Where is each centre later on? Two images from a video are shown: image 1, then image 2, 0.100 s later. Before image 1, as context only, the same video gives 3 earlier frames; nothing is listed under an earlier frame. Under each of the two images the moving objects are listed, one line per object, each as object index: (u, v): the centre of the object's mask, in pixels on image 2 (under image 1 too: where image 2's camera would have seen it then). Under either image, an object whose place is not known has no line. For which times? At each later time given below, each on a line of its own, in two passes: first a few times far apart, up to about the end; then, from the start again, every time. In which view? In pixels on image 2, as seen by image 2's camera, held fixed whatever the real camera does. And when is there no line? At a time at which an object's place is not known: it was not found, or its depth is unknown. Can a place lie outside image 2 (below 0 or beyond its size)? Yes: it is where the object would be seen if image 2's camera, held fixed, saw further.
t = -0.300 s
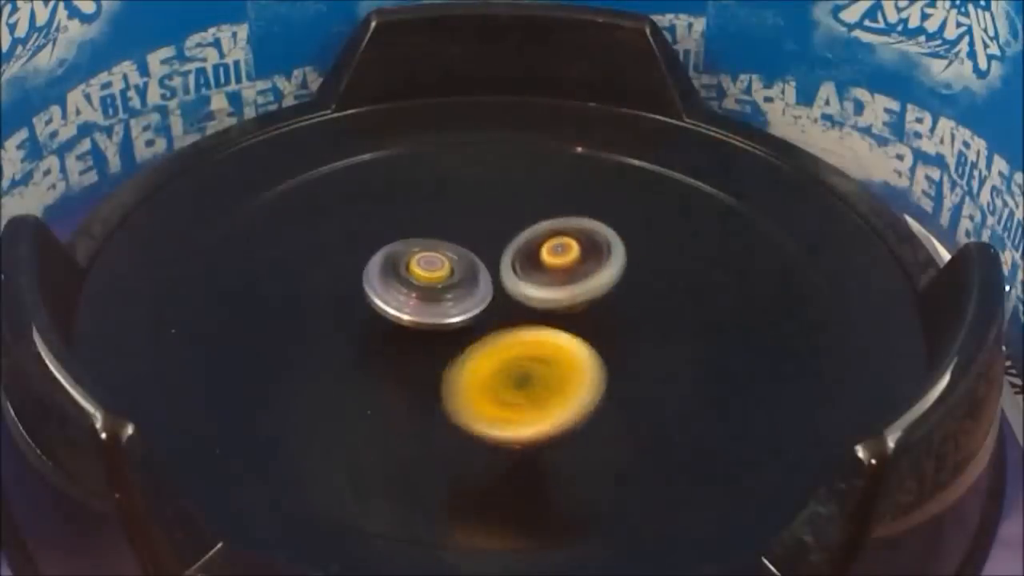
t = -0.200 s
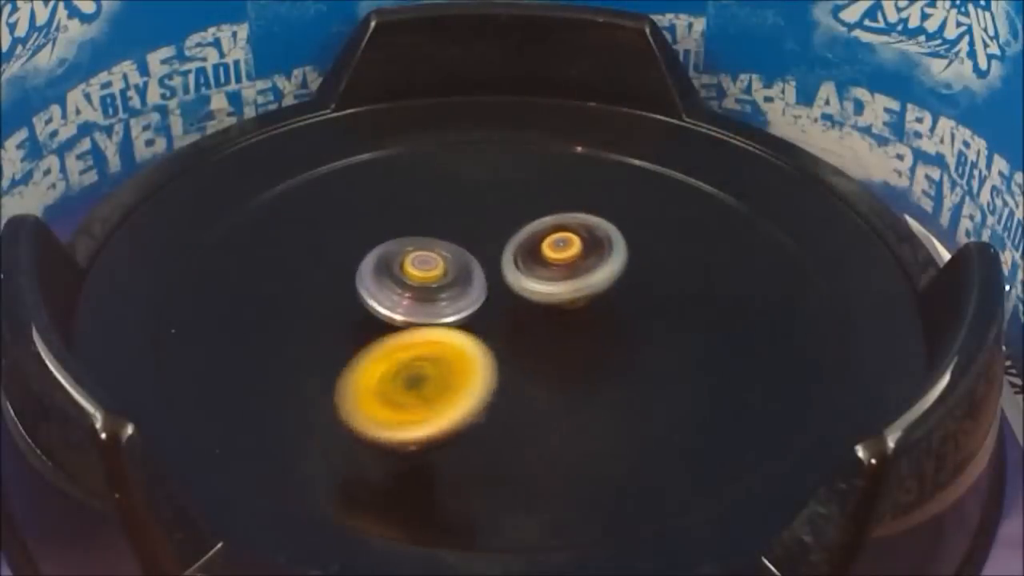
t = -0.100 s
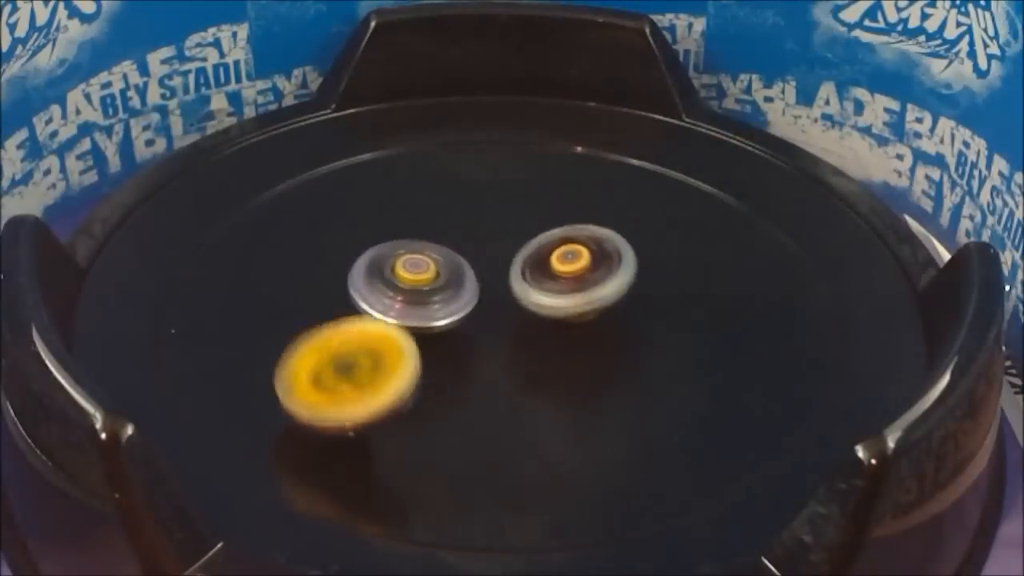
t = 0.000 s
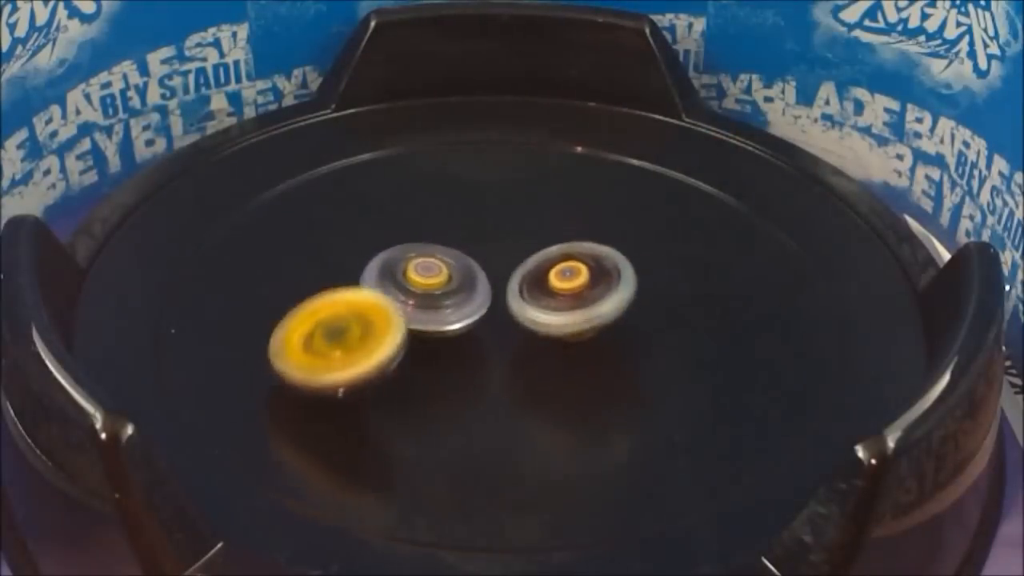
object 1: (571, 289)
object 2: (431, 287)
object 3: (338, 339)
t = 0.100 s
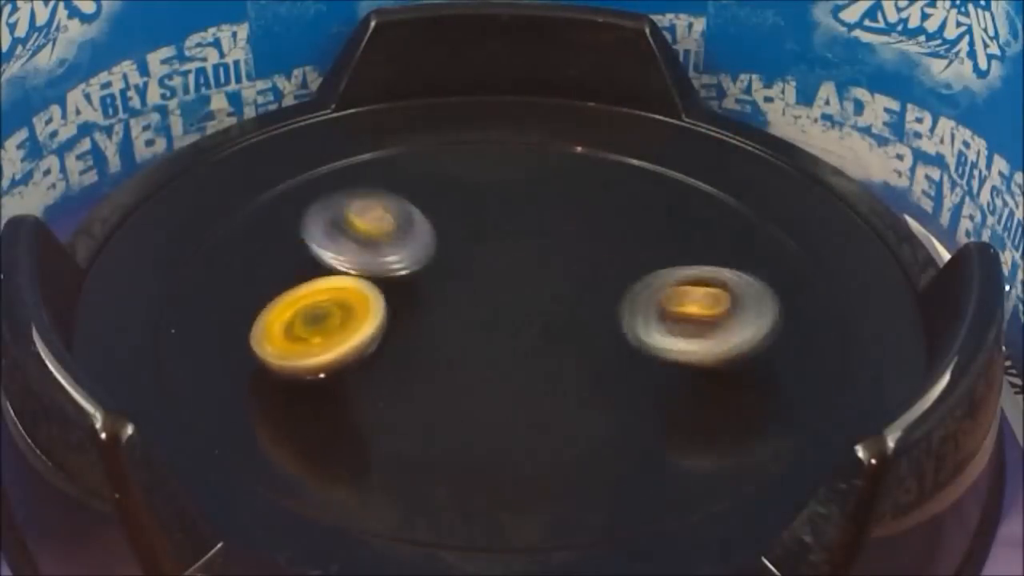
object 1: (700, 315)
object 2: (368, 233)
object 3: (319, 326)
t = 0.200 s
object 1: (825, 322)
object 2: (309, 171)
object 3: (328, 334)
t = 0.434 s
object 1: (738, 314)
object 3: (495, 369)
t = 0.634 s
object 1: (596, 285)
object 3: (517, 385)
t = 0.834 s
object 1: (757, 240)
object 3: (517, 384)
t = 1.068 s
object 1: (849, 235)
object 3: (514, 365)
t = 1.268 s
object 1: (742, 204)
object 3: (636, 315)
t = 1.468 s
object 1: (567, 203)
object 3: (566, 307)
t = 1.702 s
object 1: (334, 266)
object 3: (524, 260)
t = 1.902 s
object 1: (333, 324)
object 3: (470, 264)
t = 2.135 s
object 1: (366, 351)
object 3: (426, 273)
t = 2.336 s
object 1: (389, 430)
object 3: (472, 197)
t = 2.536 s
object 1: (474, 419)
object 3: (480, 192)
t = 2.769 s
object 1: (420, 467)
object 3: (402, 166)
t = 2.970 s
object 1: (341, 476)
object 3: (348, 136)
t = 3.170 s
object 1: (428, 363)
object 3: (365, 183)
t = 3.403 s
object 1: (536, 427)
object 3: (360, 158)
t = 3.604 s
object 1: (560, 460)
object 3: (372, 161)
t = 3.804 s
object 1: (556, 397)
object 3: (416, 206)
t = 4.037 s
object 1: (549, 383)
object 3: (449, 219)
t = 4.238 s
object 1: (524, 378)
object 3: (467, 221)
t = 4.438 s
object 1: (518, 349)
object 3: (455, 212)
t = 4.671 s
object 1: (507, 312)
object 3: (423, 226)
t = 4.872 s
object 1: (479, 308)
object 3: (417, 218)
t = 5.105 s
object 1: (491, 363)
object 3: (394, 175)
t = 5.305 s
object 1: (518, 361)
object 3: (390, 207)
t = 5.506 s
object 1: (486, 351)
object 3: (415, 259)
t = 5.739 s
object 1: (495, 463)
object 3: (442, 171)
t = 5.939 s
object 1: (562, 454)
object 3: (446, 178)
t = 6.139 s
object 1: (574, 387)
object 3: (443, 235)
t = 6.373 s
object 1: (583, 337)
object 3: (462, 254)
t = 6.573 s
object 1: (630, 359)
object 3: (416, 224)
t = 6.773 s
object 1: (641, 349)
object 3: (390, 232)
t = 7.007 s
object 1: (643, 325)
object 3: (384, 249)
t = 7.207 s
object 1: (668, 293)
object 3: (343, 235)
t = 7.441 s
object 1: (700, 279)
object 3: (320, 239)
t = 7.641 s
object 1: (630, 296)
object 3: (384, 282)
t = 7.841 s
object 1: (849, 297)
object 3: (168, 209)
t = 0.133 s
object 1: (754, 319)
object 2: (343, 207)
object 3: (316, 327)
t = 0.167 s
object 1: (797, 322)
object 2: (323, 186)
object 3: (318, 330)
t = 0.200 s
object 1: (825, 322)
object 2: (309, 171)
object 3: (328, 334)
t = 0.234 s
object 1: (837, 320)
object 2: (299, 163)
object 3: (342, 340)
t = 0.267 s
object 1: (837, 318)
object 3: (362, 346)
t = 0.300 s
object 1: (828, 318)
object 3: (386, 352)
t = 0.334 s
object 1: (810, 317)
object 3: (415, 358)
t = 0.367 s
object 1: (789, 316)
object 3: (445, 364)
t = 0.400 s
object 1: (765, 315)
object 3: (472, 367)
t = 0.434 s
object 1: (738, 314)
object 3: (495, 369)
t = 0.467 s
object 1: (708, 314)
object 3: (515, 370)
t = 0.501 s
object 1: (677, 313)
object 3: (529, 370)
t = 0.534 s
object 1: (649, 311)
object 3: (538, 371)
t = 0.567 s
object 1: (629, 303)
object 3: (530, 378)
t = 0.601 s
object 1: (613, 294)
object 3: (522, 382)
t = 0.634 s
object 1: (596, 285)
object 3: (517, 385)
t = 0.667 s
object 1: (579, 280)
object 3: (514, 387)
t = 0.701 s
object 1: (561, 276)
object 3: (514, 387)
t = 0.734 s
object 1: (544, 276)
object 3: (514, 388)
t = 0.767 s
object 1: (611, 269)
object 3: (514, 387)
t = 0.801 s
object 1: (689, 255)
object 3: (516, 386)
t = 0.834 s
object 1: (757, 240)
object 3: (517, 384)
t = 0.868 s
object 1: (812, 223)
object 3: (517, 383)
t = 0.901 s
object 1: (845, 213)
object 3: (517, 380)
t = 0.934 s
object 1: (876, 216)
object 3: (515, 378)
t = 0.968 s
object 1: (885, 216)
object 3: (514, 375)
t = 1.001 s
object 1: (882, 221)
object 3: (513, 372)
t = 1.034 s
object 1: (868, 229)
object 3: (511, 369)
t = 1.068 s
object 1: (849, 235)
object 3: (514, 365)
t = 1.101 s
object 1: (830, 239)
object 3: (567, 357)
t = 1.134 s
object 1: (804, 250)
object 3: (620, 346)
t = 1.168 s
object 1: (773, 258)
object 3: (663, 331)
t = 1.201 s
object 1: (756, 231)
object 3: (669, 313)
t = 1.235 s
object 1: (752, 209)
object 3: (655, 302)
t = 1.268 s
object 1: (742, 204)
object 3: (636, 315)
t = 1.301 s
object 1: (728, 209)
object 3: (616, 336)
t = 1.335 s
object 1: (707, 198)
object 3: (591, 327)
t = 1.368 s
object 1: (679, 196)
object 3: (564, 331)
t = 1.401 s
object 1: (648, 195)
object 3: (554, 325)
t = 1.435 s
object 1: (610, 197)
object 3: (561, 317)
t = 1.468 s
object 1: (567, 203)
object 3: (566, 307)
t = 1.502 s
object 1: (523, 207)
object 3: (567, 298)
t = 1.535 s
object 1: (479, 219)
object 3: (565, 289)
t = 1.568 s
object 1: (438, 230)
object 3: (560, 281)
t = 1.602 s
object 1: (402, 241)
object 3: (553, 272)
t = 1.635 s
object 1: (372, 246)
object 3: (544, 266)
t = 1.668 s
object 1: (350, 255)
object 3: (534, 262)
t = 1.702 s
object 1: (334, 266)
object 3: (524, 260)
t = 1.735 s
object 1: (325, 277)
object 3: (514, 260)
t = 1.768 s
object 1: (321, 288)
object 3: (505, 260)
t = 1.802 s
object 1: (320, 298)
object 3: (495, 261)
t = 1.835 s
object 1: (323, 309)
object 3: (487, 262)
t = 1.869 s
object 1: (328, 317)
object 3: (478, 263)
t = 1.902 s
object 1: (333, 324)
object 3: (470, 264)
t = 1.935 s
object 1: (335, 330)
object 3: (462, 265)
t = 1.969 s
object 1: (339, 335)
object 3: (455, 266)
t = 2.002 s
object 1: (343, 339)
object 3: (448, 268)
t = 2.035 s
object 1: (348, 342)
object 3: (442, 269)
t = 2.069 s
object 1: (353, 346)
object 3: (436, 271)
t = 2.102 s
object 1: (359, 348)
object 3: (430, 272)
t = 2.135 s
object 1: (366, 351)
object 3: (426, 273)
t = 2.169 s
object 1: (375, 353)
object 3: (422, 275)
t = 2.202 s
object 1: (378, 363)
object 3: (422, 269)
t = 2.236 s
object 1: (372, 388)
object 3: (436, 246)
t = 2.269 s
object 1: (373, 408)
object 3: (449, 226)
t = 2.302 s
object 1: (378, 422)
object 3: (461, 209)
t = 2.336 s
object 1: (389, 430)
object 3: (472, 197)
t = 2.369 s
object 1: (401, 434)
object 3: (480, 188)
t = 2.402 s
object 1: (414, 434)
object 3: (485, 183)
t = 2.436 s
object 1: (429, 433)
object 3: (487, 182)
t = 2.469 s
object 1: (444, 430)
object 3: (487, 184)
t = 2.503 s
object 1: (459, 426)
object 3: (484, 187)
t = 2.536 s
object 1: (474, 419)
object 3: (480, 192)
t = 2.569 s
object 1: (489, 411)
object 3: (475, 198)
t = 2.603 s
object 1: (502, 401)
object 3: (471, 205)
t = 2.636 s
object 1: (512, 390)
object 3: (467, 213)
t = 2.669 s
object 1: (519, 379)
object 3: (463, 222)
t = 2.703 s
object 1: (502, 392)
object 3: (449, 207)
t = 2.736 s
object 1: (461, 434)
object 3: (423, 186)
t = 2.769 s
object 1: (420, 467)
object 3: (402, 166)
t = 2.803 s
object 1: (382, 490)
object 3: (385, 151)
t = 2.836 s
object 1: (350, 511)
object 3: (371, 140)
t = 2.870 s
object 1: (334, 510)
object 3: (361, 134)
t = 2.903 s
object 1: (331, 508)
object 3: (354, 132)
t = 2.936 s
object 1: (334, 494)
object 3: (350, 133)
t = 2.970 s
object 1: (341, 476)
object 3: (348, 136)
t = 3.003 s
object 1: (351, 463)
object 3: (347, 141)
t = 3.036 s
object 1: (363, 445)
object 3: (347, 147)
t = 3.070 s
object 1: (378, 427)
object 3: (349, 155)
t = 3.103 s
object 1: (393, 406)
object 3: (353, 163)
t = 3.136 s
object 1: (411, 385)
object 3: (359, 172)
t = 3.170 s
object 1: (428, 363)
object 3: (365, 183)
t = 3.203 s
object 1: (445, 339)
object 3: (373, 195)
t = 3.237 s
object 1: (461, 317)
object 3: (383, 208)
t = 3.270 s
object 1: (480, 300)
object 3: (393, 219)
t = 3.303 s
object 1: (502, 328)
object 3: (380, 198)
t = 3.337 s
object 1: (515, 370)
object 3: (370, 180)
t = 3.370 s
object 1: (526, 402)
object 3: (363, 166)
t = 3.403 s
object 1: (536, 427)
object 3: (360, 158)
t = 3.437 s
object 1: (542, 448)
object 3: (360, 154)
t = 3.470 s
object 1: (548, 461)
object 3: (361, 153)
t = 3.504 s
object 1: (552, 468)
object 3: (363, 154)
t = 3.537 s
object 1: (556, 469)
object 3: (365, 155)
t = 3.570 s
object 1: (558, 466)
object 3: (368, 157)
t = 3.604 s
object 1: (560, 460)
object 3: (372, 161)
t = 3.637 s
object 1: (562, 453)
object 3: (377, 165)
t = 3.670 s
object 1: (562, 443)
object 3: (383, 171)
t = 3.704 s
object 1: (561, 433)
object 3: (390, 178)
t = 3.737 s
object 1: (560, 422)
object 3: (397, 187)
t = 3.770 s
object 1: (558, 410)
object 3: (406, 196)
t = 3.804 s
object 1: (556, 397)
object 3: (416, 206)
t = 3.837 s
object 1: (553, 383)
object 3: (423, 212)
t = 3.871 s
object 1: (554, 383)
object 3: (423, 209)
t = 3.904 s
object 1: (555, 388)
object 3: (427, 209)
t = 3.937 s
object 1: (552, 391)
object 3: (432, 210)
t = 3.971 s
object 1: (551, 390)
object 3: (437, 213)
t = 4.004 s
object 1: (550, 387)
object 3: (443, 216)
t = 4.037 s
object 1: (549, 383)
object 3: (449, 219)
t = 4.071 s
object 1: (548, 377)
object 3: (456, 222)
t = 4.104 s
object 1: (543, 377)
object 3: (462, 225)
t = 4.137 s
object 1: (534, 382)
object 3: (460, 222)
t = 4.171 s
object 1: (528, 383)
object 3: (459, 219)
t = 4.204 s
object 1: (525, 381)
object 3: (462, 219)
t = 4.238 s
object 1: (524, 378)
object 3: (467, 221)
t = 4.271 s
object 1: (524, 373)
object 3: (473, 224)
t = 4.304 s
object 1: (523, 369)
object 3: (478, 226)
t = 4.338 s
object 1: (522, 364)
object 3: (484, 228)
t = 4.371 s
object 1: (521, 359)
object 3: (489, 230)
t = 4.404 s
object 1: (519, 354)
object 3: (478, 223)
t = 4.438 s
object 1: (518, 349)
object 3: (455, 212)
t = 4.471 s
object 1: (517, 344)
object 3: (436, 204)
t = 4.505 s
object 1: (516, 338)
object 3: (423, 200)
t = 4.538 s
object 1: (515, 332)
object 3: (415, 202)
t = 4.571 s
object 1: (513, 328)
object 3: (414, 206)
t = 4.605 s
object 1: (511, 322)
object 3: (416, 213)
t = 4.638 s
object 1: (509, 317)
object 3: (419, 219)
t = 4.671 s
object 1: (507, 312)
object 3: (423, 226)
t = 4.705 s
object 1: (507, 309)
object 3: (428, 231)
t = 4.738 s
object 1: (506, 312)
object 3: (423, 225)
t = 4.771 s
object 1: (490, 308)
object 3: (418, 219)
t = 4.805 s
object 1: (480, 304)
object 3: (417, 218)
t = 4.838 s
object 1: (475, 303)
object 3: (417, 220)
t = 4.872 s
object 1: (479, 308)
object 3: (417, 218)
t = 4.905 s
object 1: (482, 310)
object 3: (418, 219)
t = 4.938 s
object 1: (484, 310)
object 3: (419, 223)
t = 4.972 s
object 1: (486, 308)
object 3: (421, 227)
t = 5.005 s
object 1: (502, 321)
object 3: (418, 221)
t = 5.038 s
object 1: (502, 340)
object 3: (406, 199)
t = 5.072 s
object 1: (495, 354)
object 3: (398, 183)
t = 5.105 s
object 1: (491, 363)
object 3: (394, 175)
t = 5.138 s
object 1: (491, 367)
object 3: (392, 174)
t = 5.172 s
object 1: (494, 369)
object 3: (391, 178)
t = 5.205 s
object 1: (501, 367)
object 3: (389, 184)
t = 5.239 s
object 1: (508, 365)
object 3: (389, 191)
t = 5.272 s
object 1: (515, 363)
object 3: (389, 199)
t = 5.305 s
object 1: (518, 361)
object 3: (390, 207)
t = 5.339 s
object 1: (506, 362)
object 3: (393, 216)
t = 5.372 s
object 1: (497, 361)
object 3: (395, 226)
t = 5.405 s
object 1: (491, 359)
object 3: (399, 235)
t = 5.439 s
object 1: (489, 356)
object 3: (404, 244)
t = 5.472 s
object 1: (488, 353)
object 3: (409, 252)
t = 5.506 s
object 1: (486, 351)
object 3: (415, 259)
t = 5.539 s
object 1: (470, 354)
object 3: (419, 265)
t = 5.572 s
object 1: (460, 356)
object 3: (423, 268)
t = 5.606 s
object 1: (456, 367)
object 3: (428, 265)
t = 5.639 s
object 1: (463, 401)
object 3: (429, 234)
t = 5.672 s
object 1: (472, 430)
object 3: (432, 207)
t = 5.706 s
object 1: (482, 450)
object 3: (437, 185)
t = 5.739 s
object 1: (495, 463)
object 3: (442, 171)
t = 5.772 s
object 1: (511, 469)
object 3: (448, 161)
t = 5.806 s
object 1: (525, 470)
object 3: (451, 158)
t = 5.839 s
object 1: (536, 468)
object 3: (452, 160)
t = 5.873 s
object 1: (546, 465)
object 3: (450, 165)
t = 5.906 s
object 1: (555, 460)
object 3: (448, 171)
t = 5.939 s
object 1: (562, 454)
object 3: (446, 178)
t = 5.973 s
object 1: (568, 445)
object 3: (444, 185)
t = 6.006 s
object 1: (572, 436)
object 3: (442, 194)
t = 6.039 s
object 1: (575, 425)
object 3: (440, 203)
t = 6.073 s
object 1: (576, 413)
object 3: (440, 214)
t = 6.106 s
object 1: (576, 400)
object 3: (441, 224)
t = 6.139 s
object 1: (574, 387)
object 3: (443, 235)
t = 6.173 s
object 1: (572, 373)
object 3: (446, 240)
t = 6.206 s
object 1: (582, 365)
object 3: (450, 238)
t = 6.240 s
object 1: (589, 357)
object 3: (454, 239)
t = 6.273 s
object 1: (592, 351)
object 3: (456, 242)
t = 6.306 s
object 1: (590, 346)
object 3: (459, 246)
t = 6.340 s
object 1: (587, 341)
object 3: (461, 250)
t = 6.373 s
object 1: (583, 337)
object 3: (462, 254)
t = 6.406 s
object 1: (578, 334)
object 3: (465, 258)
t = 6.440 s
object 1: (574, 330)
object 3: (467, 261)
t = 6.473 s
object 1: (569, 327)
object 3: (469, 264)
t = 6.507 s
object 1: (588, 337)
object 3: (455, 254)
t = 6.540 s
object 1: (612, 351)
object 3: (434, 237)
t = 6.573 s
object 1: (630, 359)
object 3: (416, 224)
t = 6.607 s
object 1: (641, 364)
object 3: (403, 217)
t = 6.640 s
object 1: (646, 365)
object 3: (396, 214)
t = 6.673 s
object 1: (647, 362)
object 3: (392, 216)
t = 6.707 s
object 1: (646, 358)
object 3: (391, 221)
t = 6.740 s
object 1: (644, 354)
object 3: (390, 226)
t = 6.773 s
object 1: (641, 349)
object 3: (390, 232)
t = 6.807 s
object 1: (637, 345)
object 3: (390, 237)
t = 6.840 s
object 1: (633, 341)
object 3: (386, 235)
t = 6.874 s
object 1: (629, 337)
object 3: (384, 235)
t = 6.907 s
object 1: (624, 333)
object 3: (384, 238)
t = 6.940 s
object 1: (630, 329)
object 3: (384, 242)
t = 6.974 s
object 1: (639, 327)
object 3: (385, 247)
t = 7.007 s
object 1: (643, 325)
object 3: (384, 249)
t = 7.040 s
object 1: (643, 321)
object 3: (382, 250)
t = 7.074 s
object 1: (641, 318)
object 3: (383, 253)
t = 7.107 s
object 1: (639, 314)
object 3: (384, 257)
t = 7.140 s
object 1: (636, 311)
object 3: (386, 260)
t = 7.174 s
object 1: (639, 303)
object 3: (366, 249)
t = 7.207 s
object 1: (668, 293)
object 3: (343, 235)
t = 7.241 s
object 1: (695, 298)
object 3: (327, 225)
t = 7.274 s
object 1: (710, 290)
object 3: (318, 220)
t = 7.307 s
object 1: (721, 292)
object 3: (314, 220)
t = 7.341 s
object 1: (723, 288)
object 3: (312, 223)
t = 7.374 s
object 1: (720, 284)
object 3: (313, 227)
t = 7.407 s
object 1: (711, 281)
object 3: (315, 232)
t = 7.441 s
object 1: (700, 279)
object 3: (320, 239)
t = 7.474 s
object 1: (687, 278)
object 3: (327, 246)
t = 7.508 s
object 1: (673, 275)
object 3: (335, 253)
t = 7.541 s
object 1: (670, 272)
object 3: (346, 261)
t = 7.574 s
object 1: (665, 286)
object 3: (357, 268)
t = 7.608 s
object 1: (649, 289)
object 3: (370, 276)
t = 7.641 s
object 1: (630, 296)
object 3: (384, 282)
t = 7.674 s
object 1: (609, 302)
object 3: (398, 288)
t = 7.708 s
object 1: (586, 302)
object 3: (412, 294)
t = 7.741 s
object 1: (570, 307)
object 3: (420, 298)
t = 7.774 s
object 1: (663, 309)
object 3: (333, 274)
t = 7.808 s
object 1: (764, 308)
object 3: (241, 243)
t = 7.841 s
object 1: (849, 297)
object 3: (168, 209)
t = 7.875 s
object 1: (869, 271)
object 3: (109, 183)
